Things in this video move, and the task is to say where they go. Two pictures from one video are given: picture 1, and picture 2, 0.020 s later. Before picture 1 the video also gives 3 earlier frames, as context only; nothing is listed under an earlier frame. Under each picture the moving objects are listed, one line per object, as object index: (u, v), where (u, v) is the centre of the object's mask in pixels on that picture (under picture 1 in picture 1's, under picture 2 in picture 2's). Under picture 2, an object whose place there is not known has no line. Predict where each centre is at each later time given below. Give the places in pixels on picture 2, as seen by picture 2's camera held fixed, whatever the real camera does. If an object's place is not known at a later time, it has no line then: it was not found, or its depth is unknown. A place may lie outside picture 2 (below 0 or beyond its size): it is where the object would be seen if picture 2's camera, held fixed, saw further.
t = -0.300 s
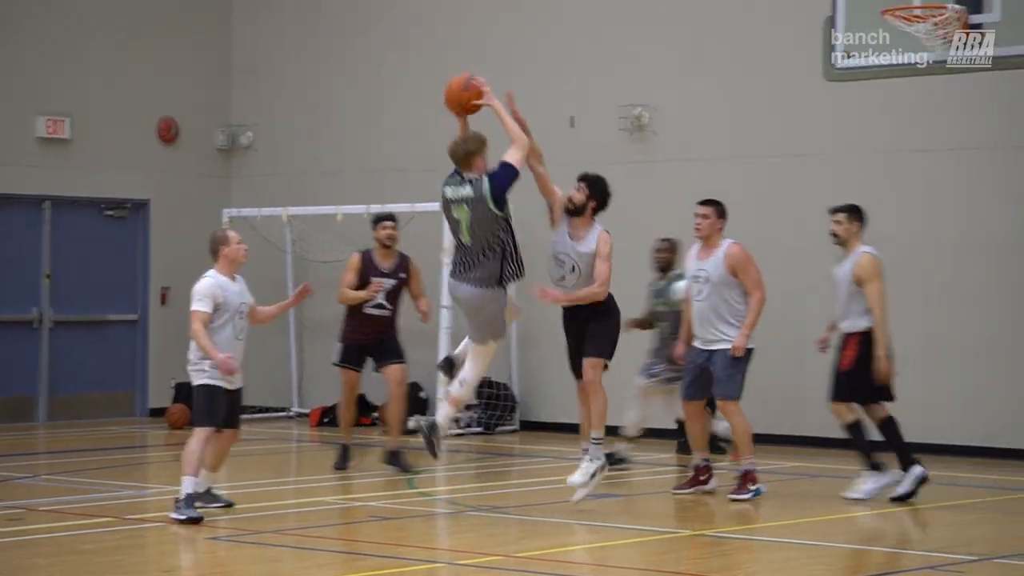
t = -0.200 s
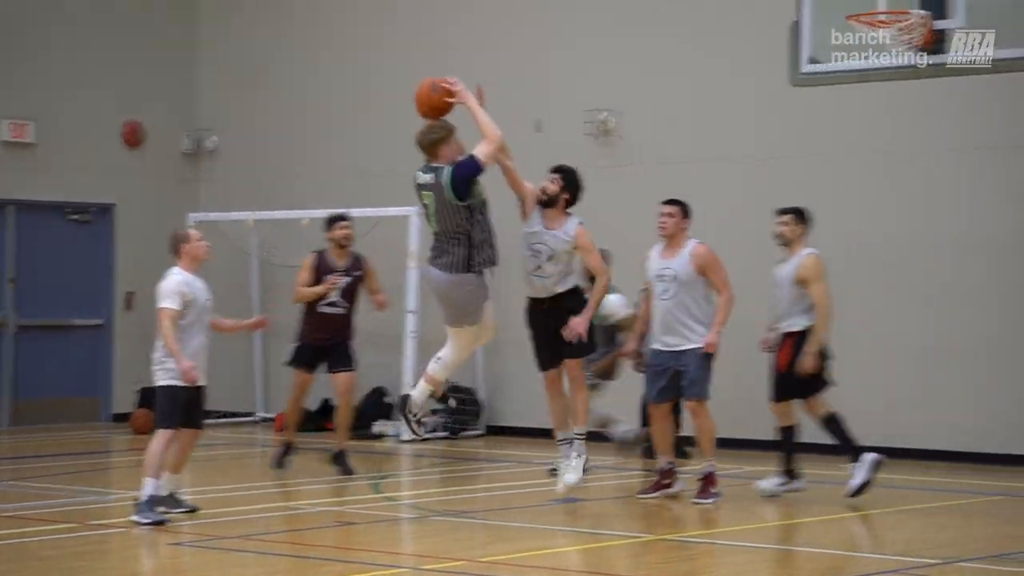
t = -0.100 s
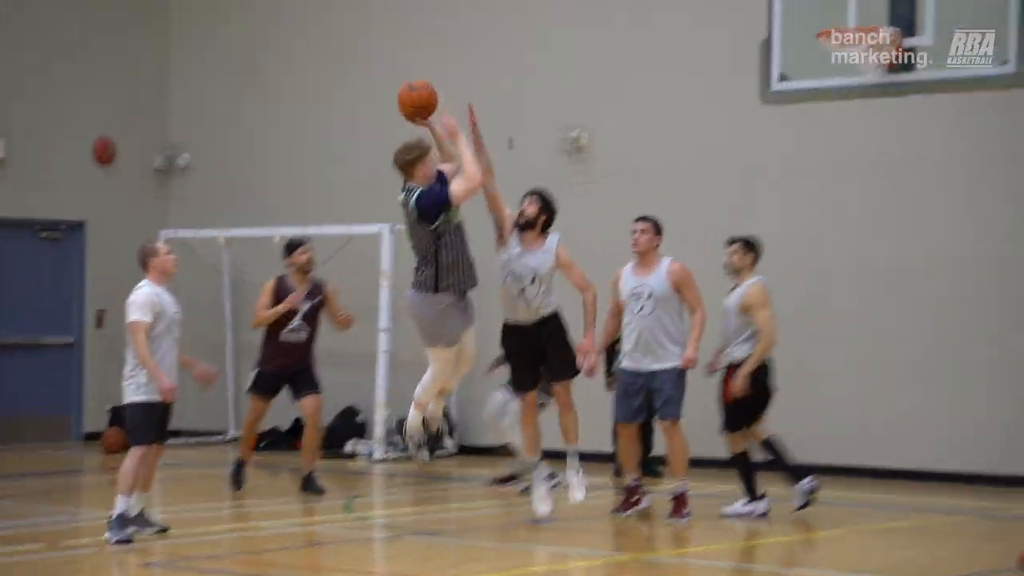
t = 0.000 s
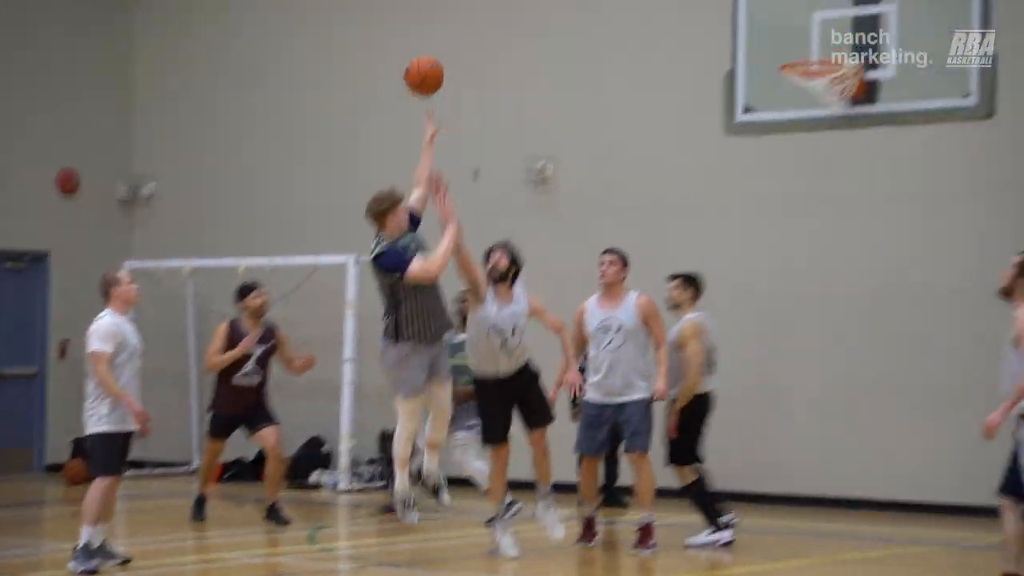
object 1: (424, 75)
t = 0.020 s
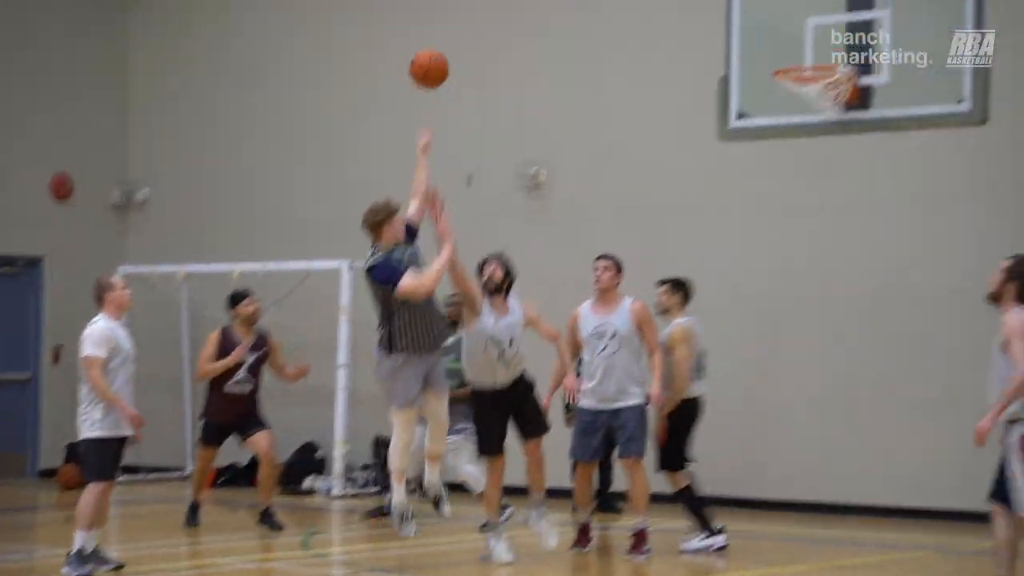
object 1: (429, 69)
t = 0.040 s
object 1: (441, 58)
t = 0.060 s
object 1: (452, 46)
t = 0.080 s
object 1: (463, 36)
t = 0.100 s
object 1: (475, 25)
